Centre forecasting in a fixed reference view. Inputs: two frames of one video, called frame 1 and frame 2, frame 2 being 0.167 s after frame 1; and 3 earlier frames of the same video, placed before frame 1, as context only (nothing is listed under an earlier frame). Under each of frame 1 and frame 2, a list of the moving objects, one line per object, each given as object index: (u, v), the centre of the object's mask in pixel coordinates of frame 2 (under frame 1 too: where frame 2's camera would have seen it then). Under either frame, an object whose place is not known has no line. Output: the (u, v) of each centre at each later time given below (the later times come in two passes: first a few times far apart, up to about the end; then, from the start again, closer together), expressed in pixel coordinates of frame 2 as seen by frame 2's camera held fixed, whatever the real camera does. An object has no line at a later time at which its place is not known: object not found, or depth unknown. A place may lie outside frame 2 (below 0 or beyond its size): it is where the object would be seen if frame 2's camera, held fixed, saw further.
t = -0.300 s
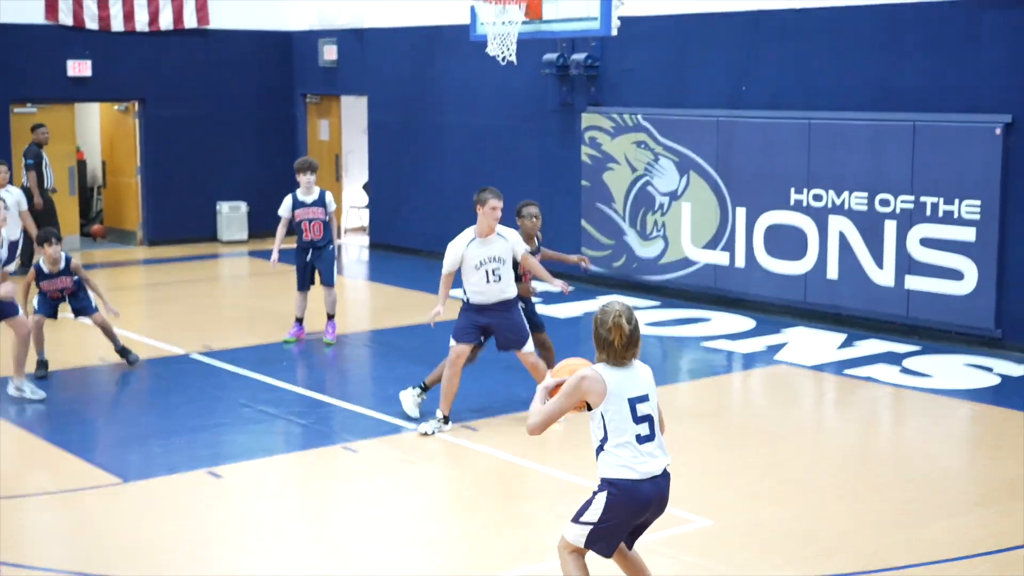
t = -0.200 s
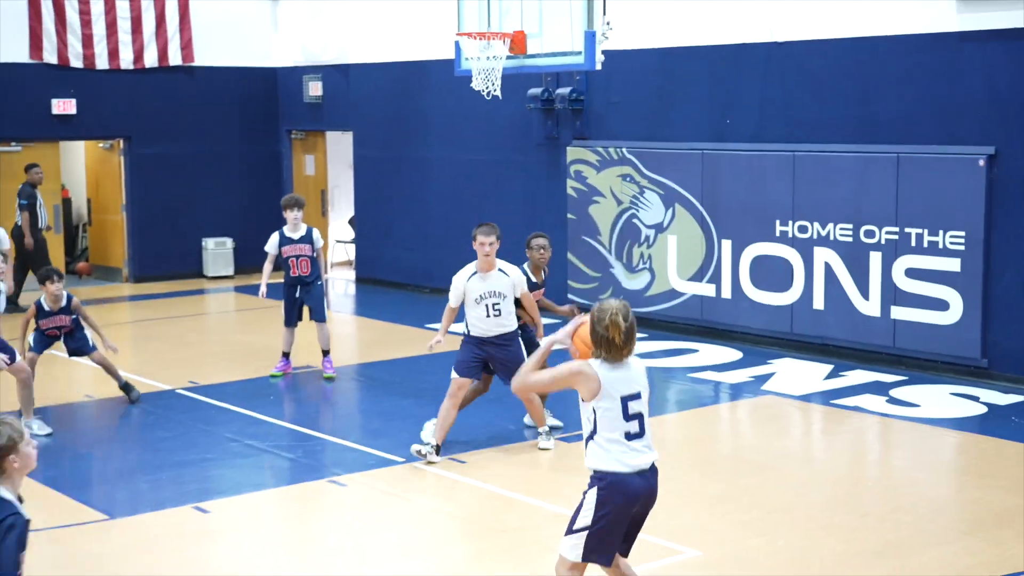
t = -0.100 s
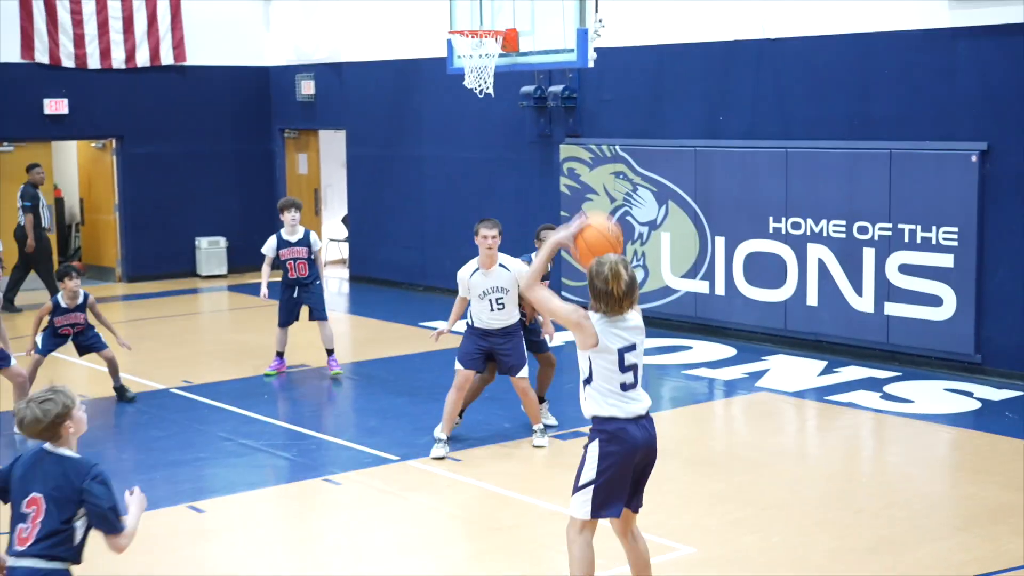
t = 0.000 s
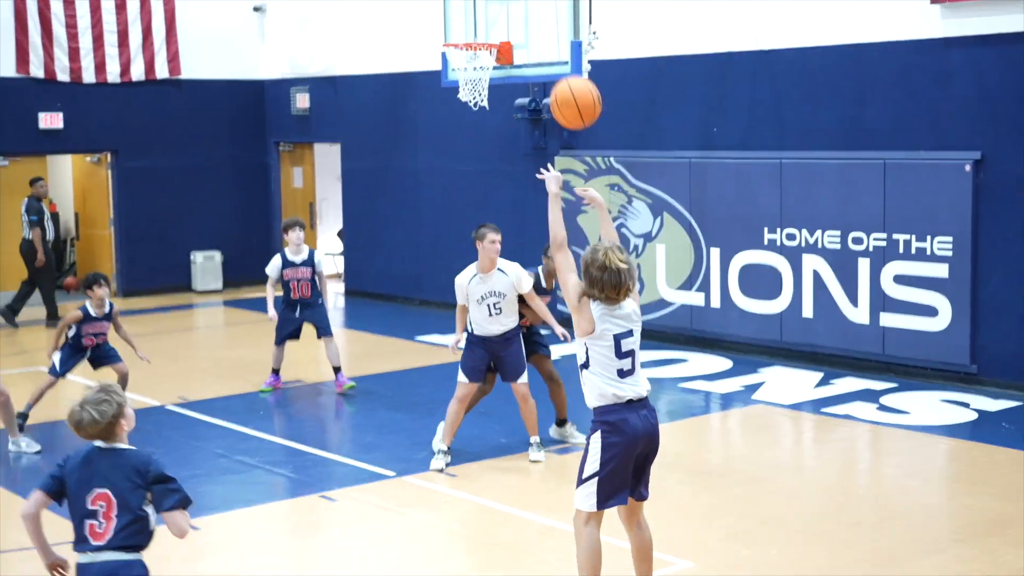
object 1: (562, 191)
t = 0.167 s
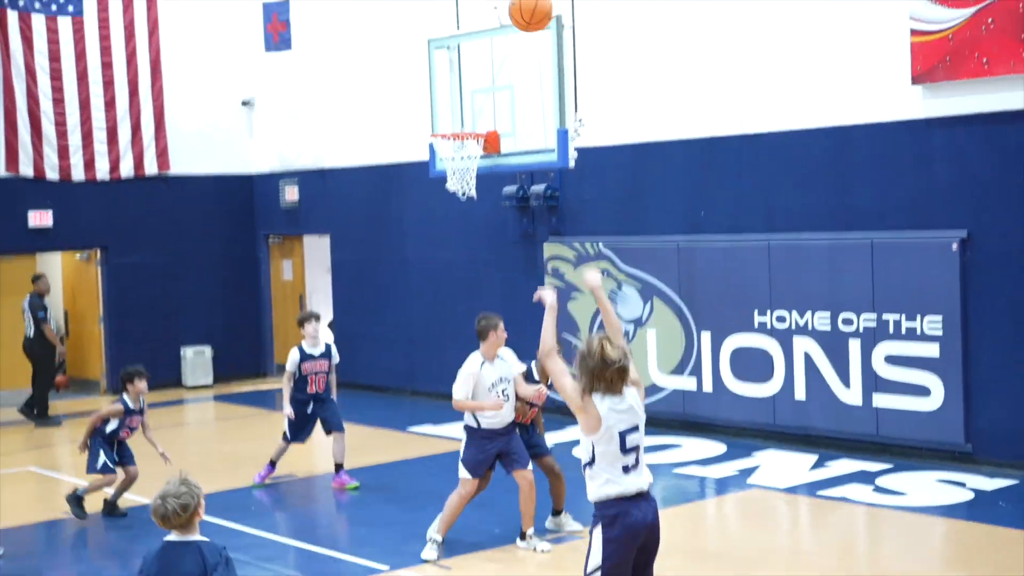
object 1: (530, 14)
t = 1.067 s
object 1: (452, 30)
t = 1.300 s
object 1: (467, 162)
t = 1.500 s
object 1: (489, 178)
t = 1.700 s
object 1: (499, 214)
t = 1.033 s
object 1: (452, 11)
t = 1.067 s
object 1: (452, 30)
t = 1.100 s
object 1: (451, 48)
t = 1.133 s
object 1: (450, 69)
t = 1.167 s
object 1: (450, 89)
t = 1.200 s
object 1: (449, 111)
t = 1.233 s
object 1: (449, 132)
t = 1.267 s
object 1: (455, 147)
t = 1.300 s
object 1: (467, 162)
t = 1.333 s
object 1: (476, 170)
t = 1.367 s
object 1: (477, 166)
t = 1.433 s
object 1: (486, 180)
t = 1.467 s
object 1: (489, 178)
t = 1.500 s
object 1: (489, 178)
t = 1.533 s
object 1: (490, 179)
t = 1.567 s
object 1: (491, 183)
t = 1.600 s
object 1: (493, 189)
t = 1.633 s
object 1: (495, 196)
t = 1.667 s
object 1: (497, 205)
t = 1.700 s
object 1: (499, 214)
